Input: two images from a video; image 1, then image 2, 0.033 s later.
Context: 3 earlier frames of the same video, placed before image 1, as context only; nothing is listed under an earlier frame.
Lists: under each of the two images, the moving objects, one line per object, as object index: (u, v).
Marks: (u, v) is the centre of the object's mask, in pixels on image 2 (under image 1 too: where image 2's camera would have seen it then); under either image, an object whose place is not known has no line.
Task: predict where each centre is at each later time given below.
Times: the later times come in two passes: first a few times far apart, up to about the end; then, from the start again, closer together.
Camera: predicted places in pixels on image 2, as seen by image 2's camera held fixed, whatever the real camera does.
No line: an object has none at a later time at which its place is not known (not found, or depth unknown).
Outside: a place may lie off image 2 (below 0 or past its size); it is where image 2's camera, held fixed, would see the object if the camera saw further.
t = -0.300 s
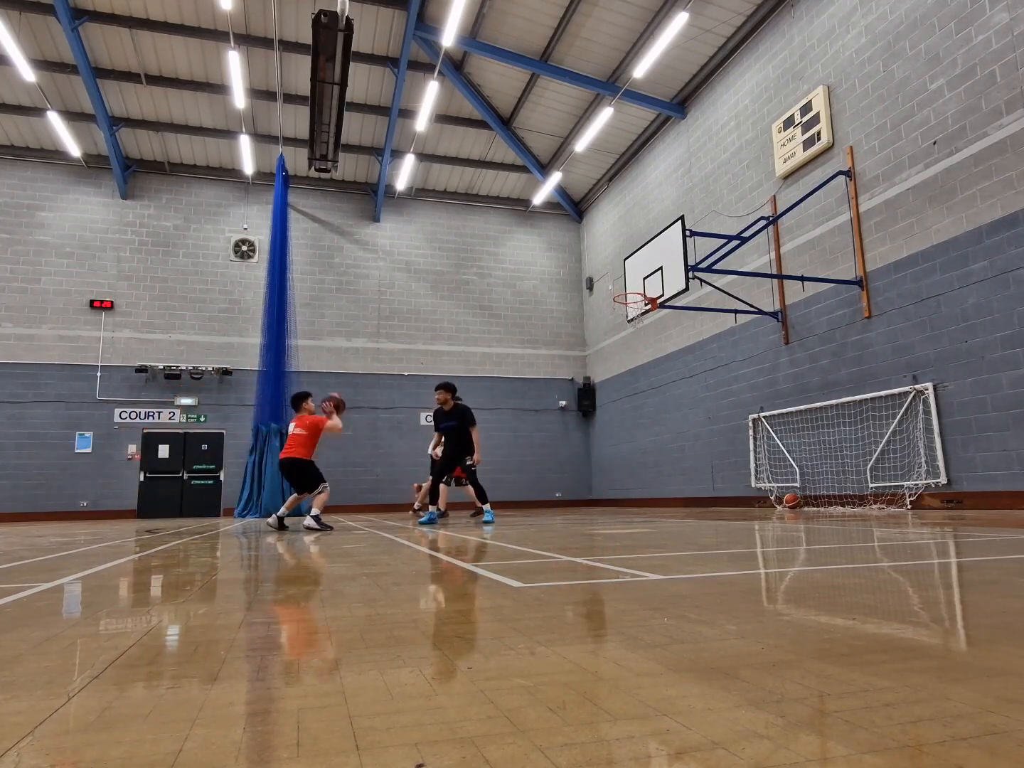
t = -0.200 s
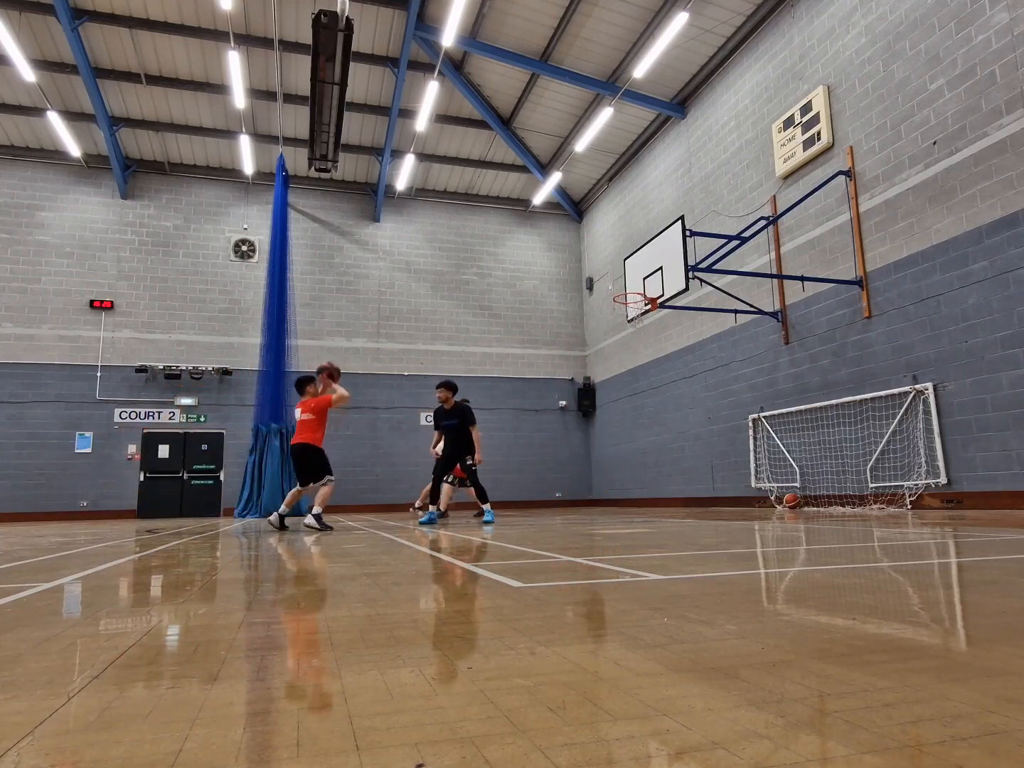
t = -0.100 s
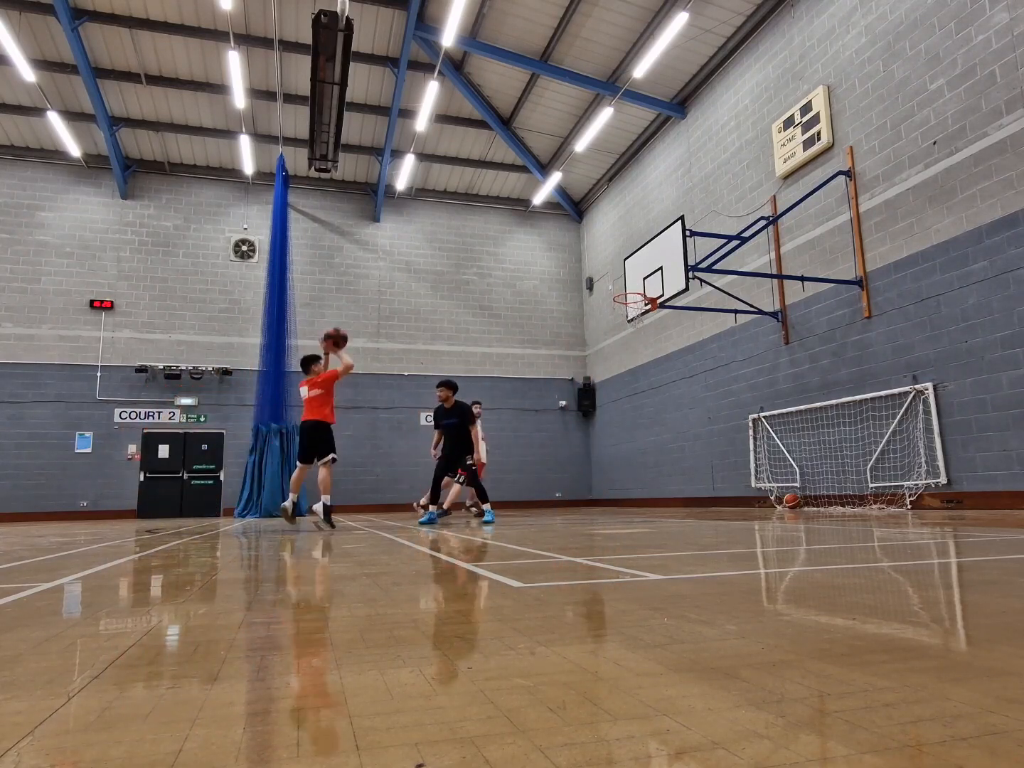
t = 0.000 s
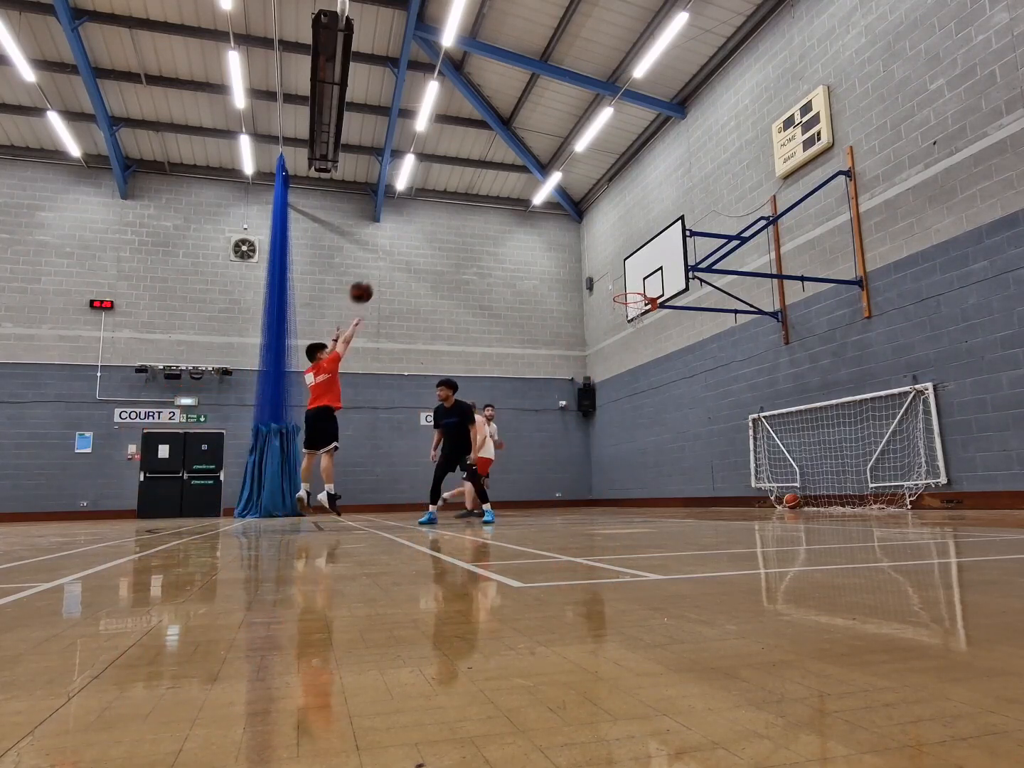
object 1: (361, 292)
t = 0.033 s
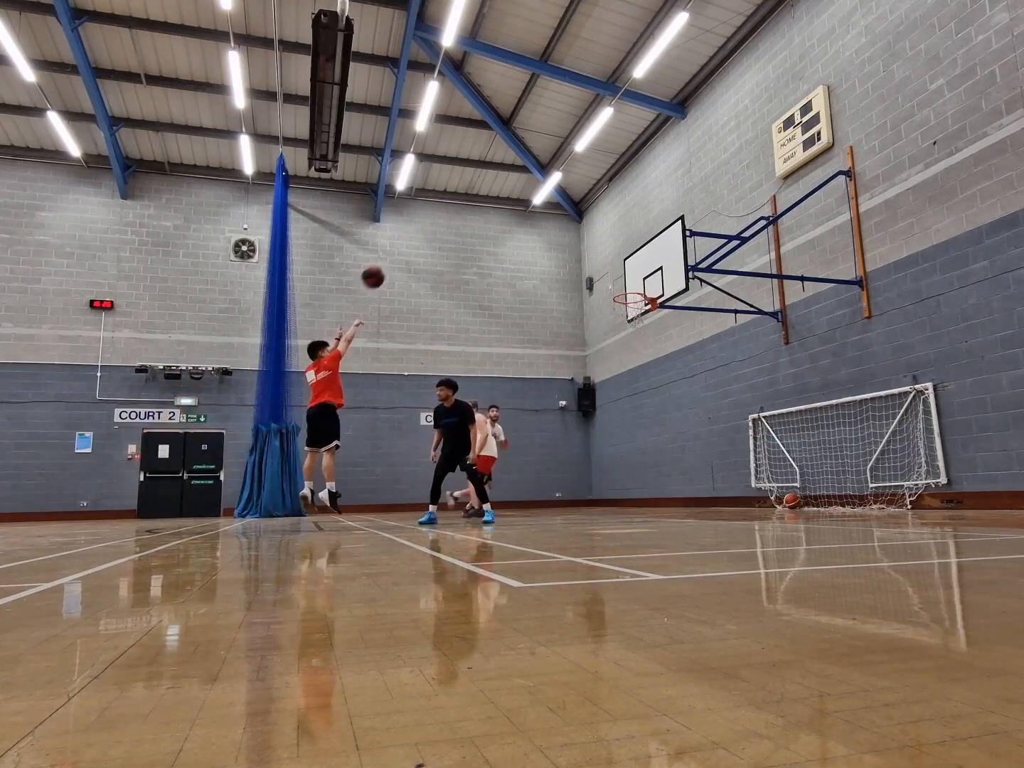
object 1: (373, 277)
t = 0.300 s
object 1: (456, 202)
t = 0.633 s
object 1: (539, 194)
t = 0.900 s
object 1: (599, 240)
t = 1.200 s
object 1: (628, 311)
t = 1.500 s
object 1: (601, 344)
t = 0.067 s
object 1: (384, 263)
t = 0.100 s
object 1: (395, 251)
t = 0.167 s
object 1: (417, 230)
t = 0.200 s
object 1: (427, 222)
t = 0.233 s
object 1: (437, 214)
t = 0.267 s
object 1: (446, 208)
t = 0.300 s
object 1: (456, 202)
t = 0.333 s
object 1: (464, 197)
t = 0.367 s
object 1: (474, 193)
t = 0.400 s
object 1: (483, 191)
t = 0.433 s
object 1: (491, 189)
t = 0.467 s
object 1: (500, 188)
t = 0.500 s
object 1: (508, 188)
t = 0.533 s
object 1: (516, 188)
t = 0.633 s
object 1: (539, 194)
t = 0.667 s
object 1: (549, 198)
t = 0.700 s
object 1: (555, 201)
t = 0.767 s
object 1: (570, 211)
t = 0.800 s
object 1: (577, 217)
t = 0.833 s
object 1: (584, 224)
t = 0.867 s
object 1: (592, 232)
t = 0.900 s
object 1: (599, 240)
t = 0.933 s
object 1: (606, 248)
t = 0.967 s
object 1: (613, 258)
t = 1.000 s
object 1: (619, 268)
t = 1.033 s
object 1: (626, 278)
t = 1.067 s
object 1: (633, 289)
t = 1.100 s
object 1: (636, 295)
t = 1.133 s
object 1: (636, 301)
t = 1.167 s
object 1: (633, 305)
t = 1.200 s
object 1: (628, 311)
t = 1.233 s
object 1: (624, 315)
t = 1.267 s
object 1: (620, 319)
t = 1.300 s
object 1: (617, 320)
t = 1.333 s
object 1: (615, 322)
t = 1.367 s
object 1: (612, 325)
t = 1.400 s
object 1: (609, 328)
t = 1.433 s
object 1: (607, 333)
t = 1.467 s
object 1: (604, 338)
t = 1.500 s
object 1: (601, 344)
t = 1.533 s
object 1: (598, 350)
